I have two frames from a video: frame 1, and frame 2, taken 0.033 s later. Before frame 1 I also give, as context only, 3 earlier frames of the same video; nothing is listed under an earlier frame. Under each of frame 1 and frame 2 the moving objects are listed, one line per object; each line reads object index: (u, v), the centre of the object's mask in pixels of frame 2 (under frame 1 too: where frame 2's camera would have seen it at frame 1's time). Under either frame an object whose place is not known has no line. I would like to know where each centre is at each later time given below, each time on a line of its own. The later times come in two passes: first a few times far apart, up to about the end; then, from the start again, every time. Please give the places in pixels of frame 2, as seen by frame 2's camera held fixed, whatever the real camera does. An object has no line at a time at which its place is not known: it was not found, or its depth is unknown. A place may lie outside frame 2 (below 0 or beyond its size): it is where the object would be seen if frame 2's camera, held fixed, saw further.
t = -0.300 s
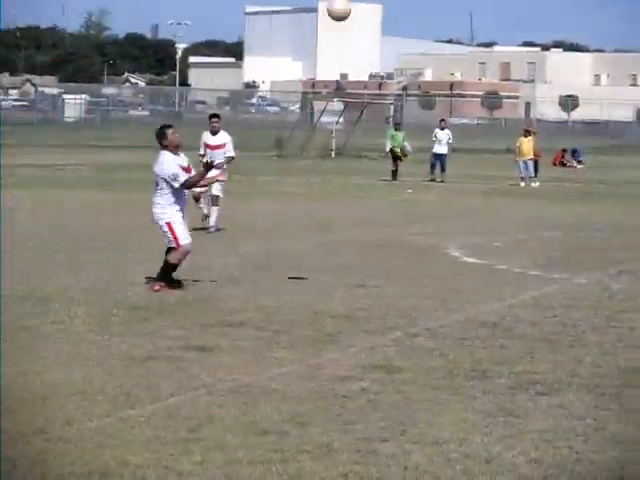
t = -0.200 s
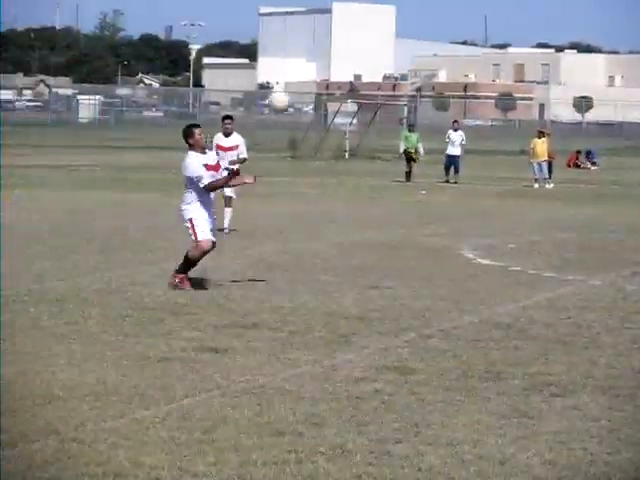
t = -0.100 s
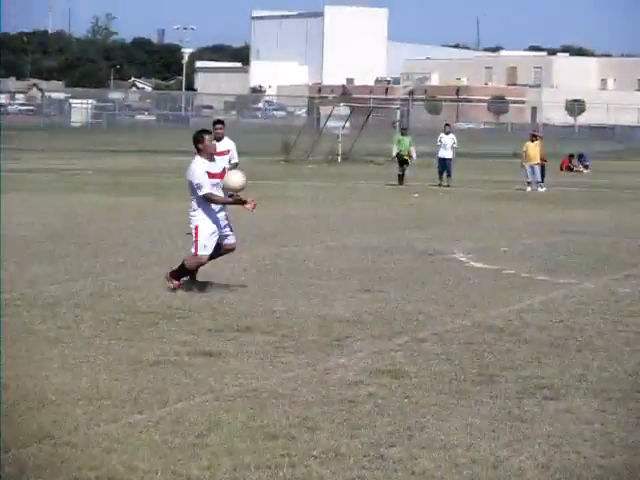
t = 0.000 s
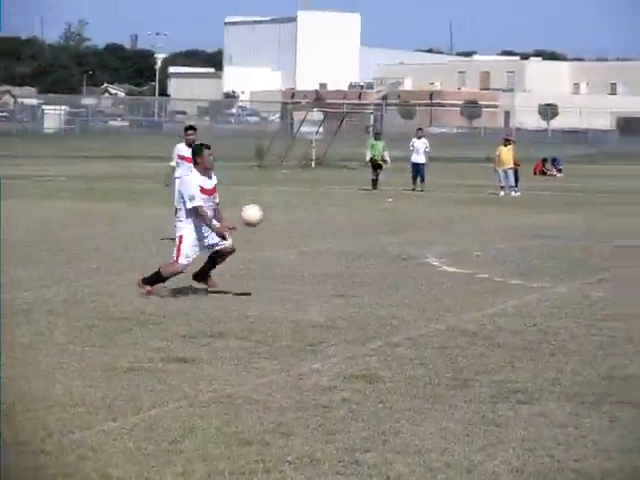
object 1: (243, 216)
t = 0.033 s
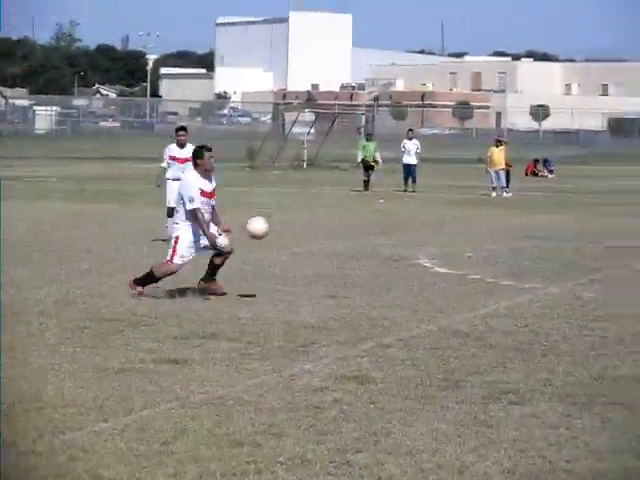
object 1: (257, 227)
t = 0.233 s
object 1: (332, 274)
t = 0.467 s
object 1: (384, 212)
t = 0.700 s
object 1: (436, 204)
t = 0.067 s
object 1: (272, 240)
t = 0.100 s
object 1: (286, 254)
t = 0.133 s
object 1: (299, 269)
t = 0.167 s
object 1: (313, 284)
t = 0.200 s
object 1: (324, 288)
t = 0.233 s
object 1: (332, 274)
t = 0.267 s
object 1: (339, 262)
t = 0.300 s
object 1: (347, 252)
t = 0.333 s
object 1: (354, 242)
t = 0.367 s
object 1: (361, 232)
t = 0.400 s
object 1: (369, 225)
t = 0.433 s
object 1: (376, 218)
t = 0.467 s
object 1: (384, 212)
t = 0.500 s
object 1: (390, 208)
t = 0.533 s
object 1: (399, 205)
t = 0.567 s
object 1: (406, 203)
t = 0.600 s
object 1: (413, 202)
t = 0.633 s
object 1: (420, 202)
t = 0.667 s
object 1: (428, 202)
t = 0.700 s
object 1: (436, 204)
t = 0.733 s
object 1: (443, 207)
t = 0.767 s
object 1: (451, 212)
